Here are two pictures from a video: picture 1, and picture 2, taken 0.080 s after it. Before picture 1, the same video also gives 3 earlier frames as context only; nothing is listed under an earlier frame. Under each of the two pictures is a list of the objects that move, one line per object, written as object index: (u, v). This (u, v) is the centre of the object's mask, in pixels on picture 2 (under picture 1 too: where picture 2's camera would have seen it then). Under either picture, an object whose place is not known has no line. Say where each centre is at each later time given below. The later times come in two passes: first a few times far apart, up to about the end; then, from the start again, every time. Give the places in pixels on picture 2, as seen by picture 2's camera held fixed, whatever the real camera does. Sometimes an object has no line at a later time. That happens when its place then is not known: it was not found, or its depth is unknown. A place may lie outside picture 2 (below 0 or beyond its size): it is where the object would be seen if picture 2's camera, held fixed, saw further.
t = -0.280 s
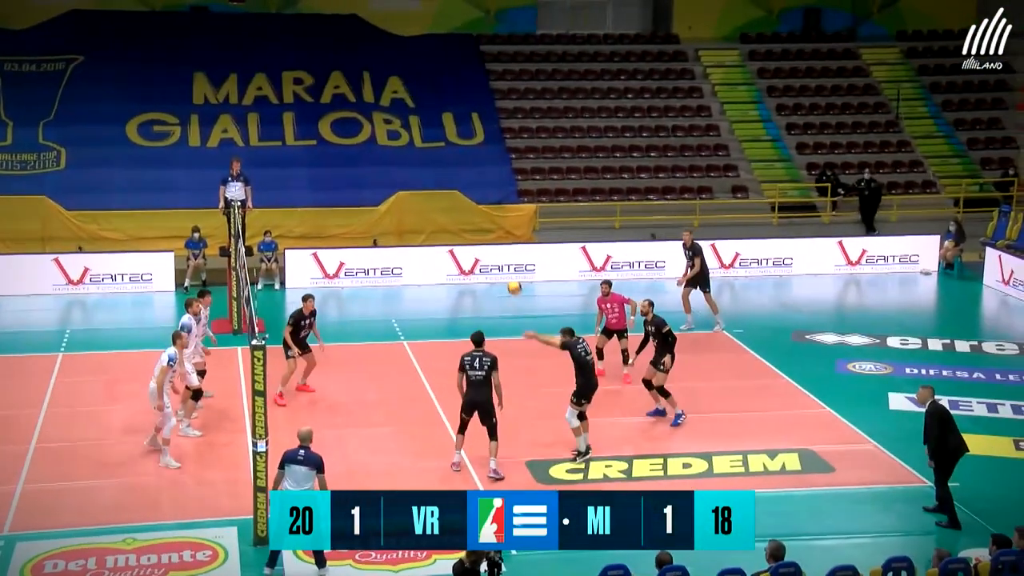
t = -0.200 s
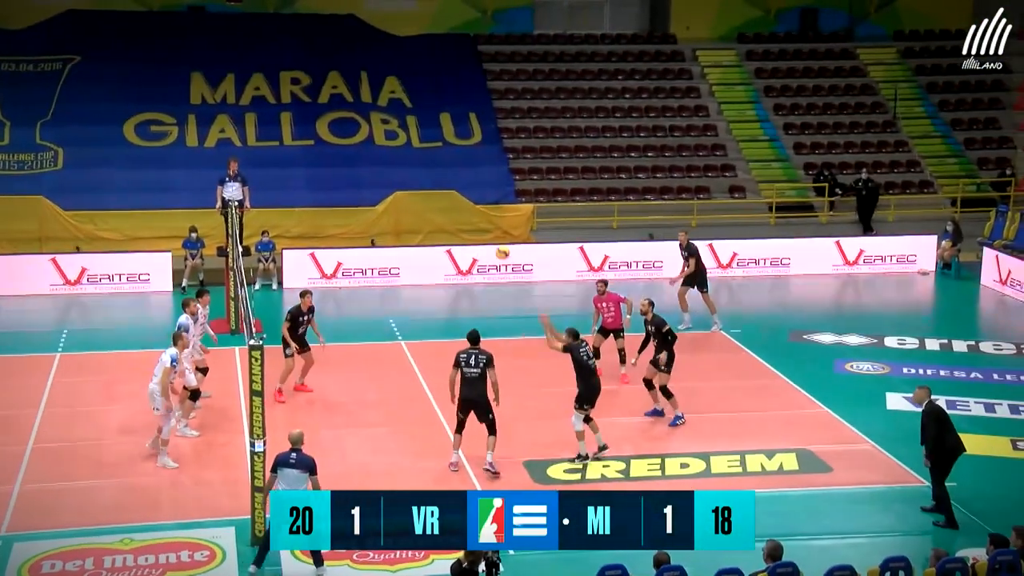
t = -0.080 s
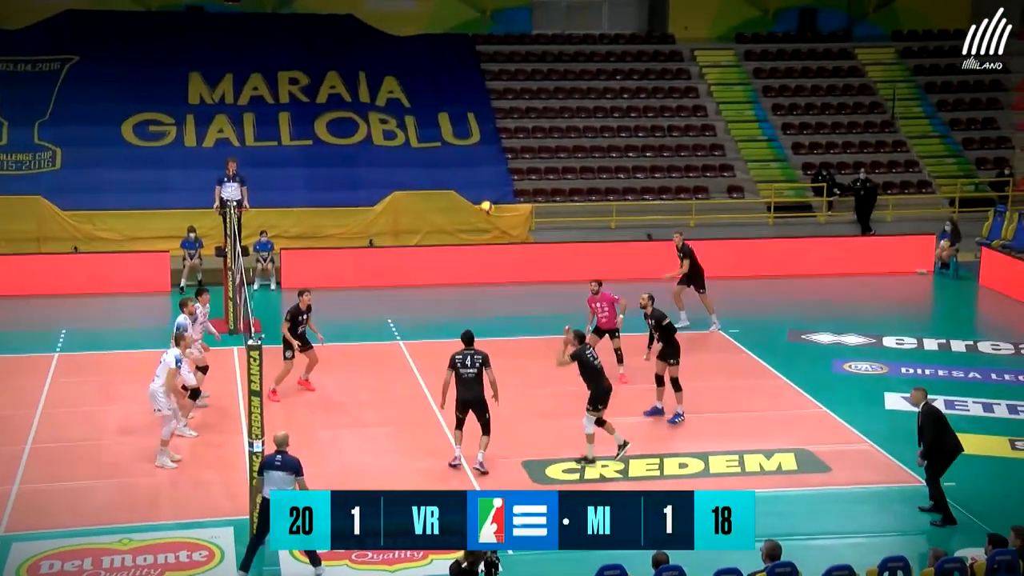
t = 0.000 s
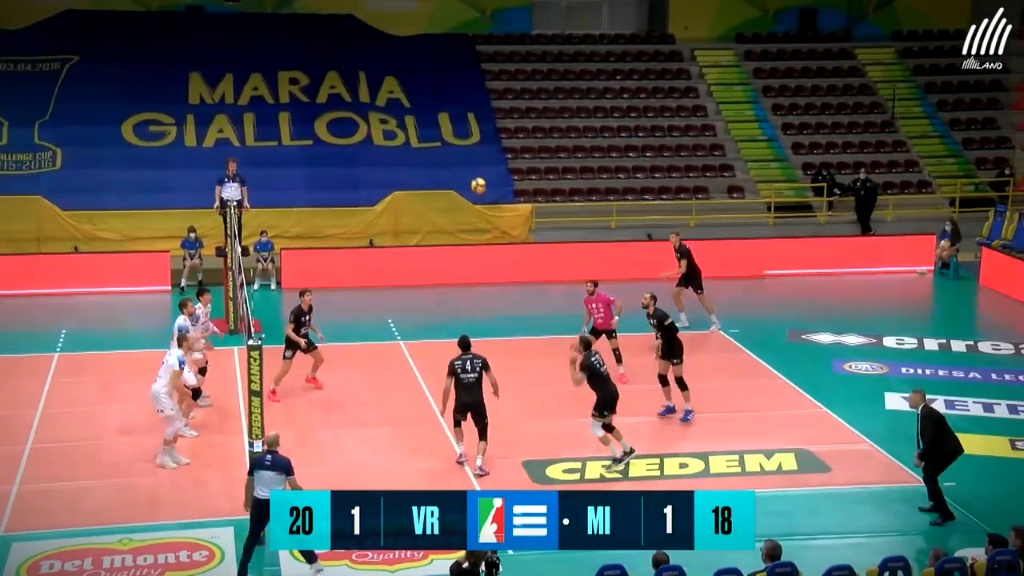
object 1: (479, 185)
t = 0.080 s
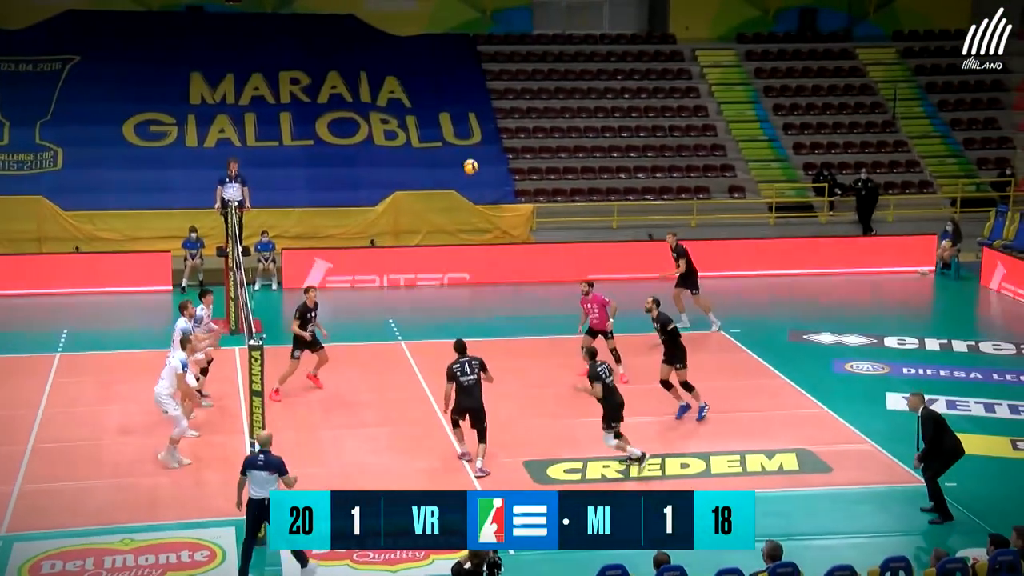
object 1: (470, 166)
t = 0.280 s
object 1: (449, 138)
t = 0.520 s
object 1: (426, 140)
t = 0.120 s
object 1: (466, 158)
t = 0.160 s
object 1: (462, 152)
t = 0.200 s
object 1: (458, 147)
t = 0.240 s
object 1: (453, 142)
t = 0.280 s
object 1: (449, 138)
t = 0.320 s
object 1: (445, 136)
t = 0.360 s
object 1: (441, 135)
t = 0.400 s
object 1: (437, 135)
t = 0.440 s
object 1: (434, 136)
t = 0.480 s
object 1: (430, 137)
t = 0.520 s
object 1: (426, 140)
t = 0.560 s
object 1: (422, 145)
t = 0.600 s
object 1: (418, 150)
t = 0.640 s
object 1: (415, 156)
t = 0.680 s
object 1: (411, 162)
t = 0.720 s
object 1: (407, 170)
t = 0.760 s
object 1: (403, 179)
